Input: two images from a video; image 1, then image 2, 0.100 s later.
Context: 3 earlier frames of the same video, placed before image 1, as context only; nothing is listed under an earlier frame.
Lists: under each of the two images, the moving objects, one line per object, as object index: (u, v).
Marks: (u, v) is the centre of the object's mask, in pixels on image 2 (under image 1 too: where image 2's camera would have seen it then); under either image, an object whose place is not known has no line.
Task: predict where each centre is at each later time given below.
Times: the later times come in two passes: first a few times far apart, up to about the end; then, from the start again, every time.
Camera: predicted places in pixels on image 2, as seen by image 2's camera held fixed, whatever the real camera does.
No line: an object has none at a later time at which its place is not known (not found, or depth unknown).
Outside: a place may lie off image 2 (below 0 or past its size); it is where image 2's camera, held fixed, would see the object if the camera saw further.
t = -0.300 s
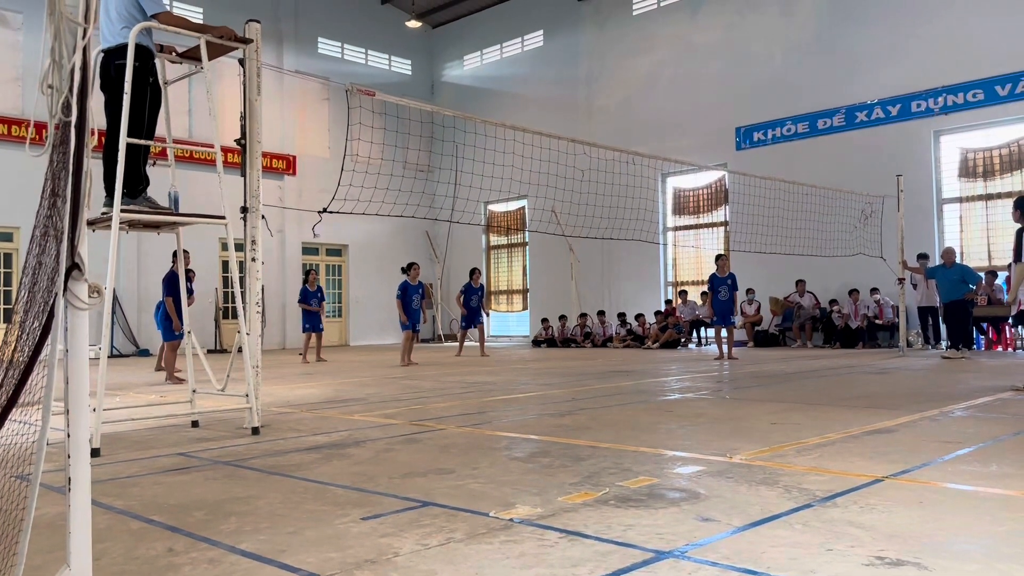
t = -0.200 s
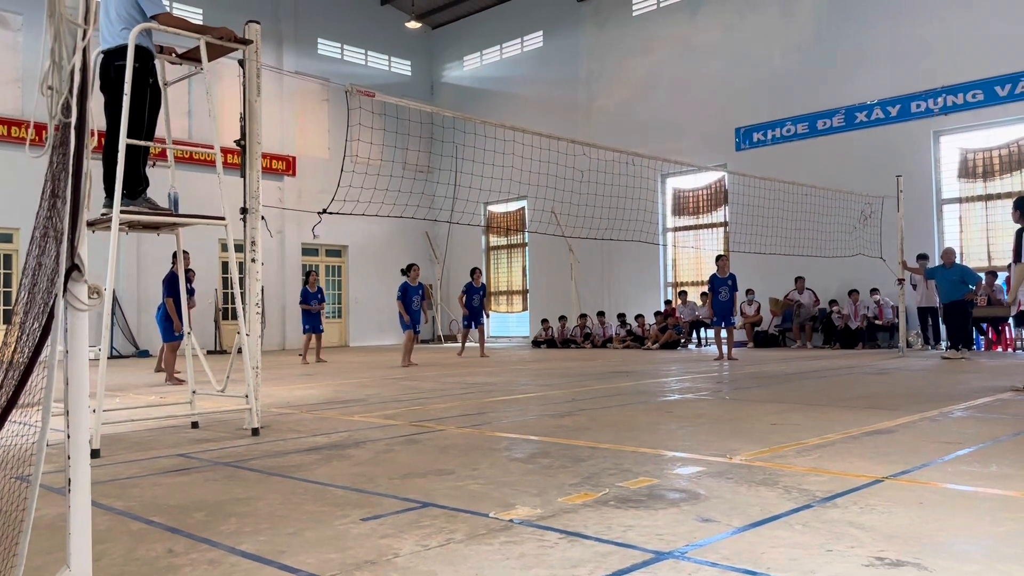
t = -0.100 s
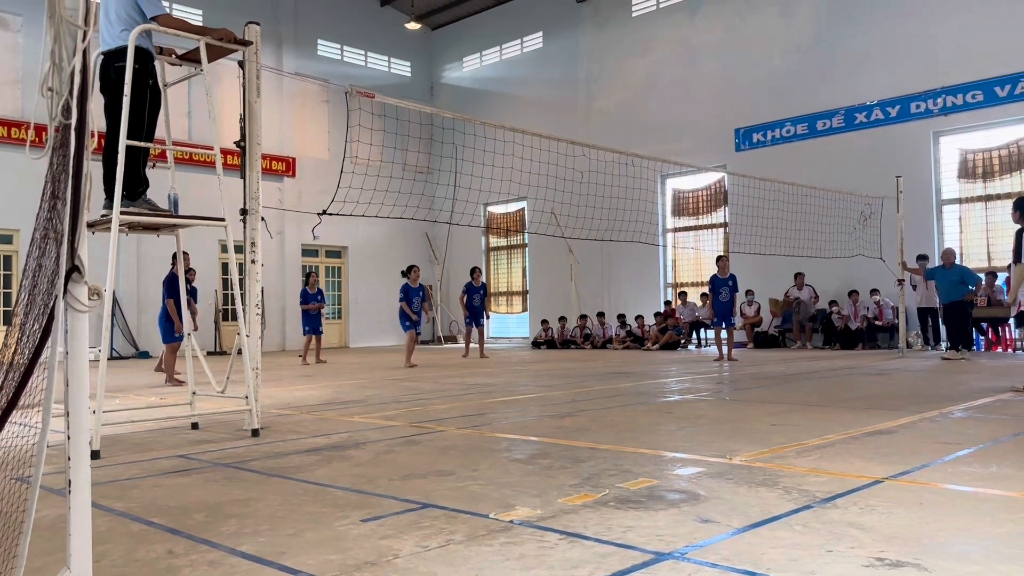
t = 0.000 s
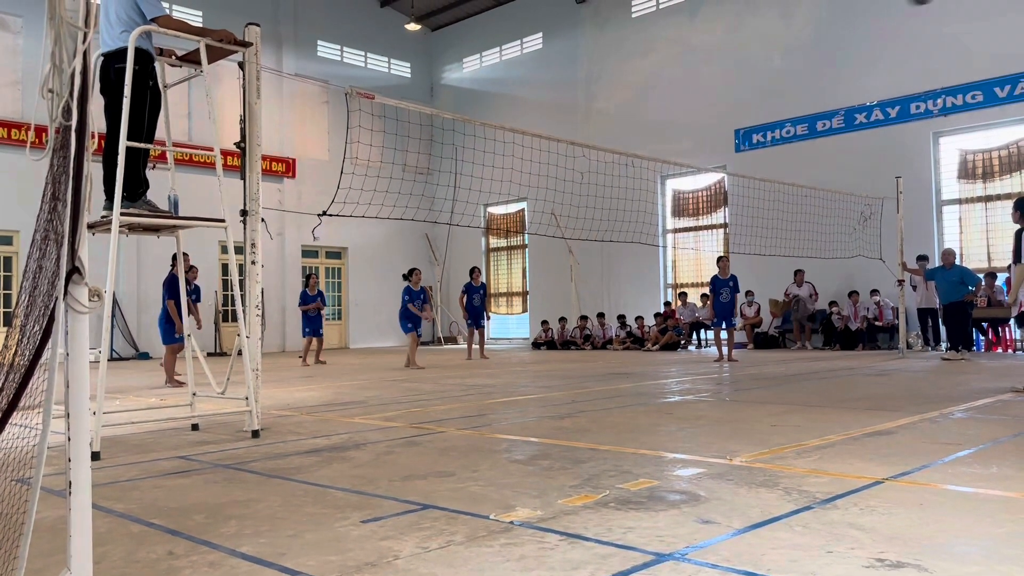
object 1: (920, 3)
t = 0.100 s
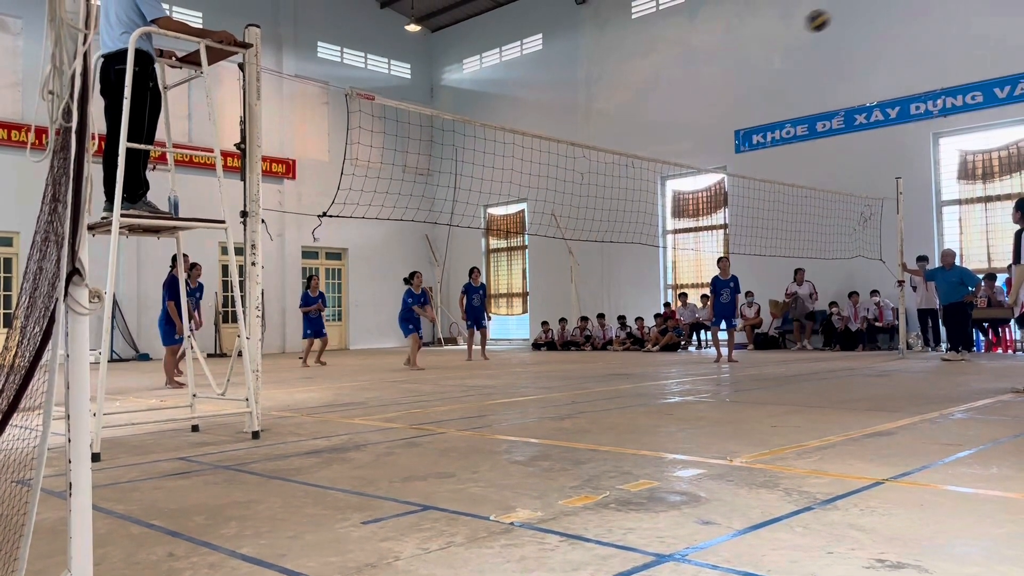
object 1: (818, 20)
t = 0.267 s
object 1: (681, 78)
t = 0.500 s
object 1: (545, 173)
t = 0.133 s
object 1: (787, 31)
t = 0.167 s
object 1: (758, 42)
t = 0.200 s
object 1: (731, 53)
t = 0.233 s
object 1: (705, 65)
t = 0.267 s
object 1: (681, 78)
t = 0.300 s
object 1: (659, 90)
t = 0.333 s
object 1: (637, 103)
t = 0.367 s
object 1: (617, 117)
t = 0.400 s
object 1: (598, 130)
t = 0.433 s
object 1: (579, 144)
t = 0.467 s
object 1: (562, 159)
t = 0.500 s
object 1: (545, 173)
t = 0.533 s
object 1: (529, 188)
